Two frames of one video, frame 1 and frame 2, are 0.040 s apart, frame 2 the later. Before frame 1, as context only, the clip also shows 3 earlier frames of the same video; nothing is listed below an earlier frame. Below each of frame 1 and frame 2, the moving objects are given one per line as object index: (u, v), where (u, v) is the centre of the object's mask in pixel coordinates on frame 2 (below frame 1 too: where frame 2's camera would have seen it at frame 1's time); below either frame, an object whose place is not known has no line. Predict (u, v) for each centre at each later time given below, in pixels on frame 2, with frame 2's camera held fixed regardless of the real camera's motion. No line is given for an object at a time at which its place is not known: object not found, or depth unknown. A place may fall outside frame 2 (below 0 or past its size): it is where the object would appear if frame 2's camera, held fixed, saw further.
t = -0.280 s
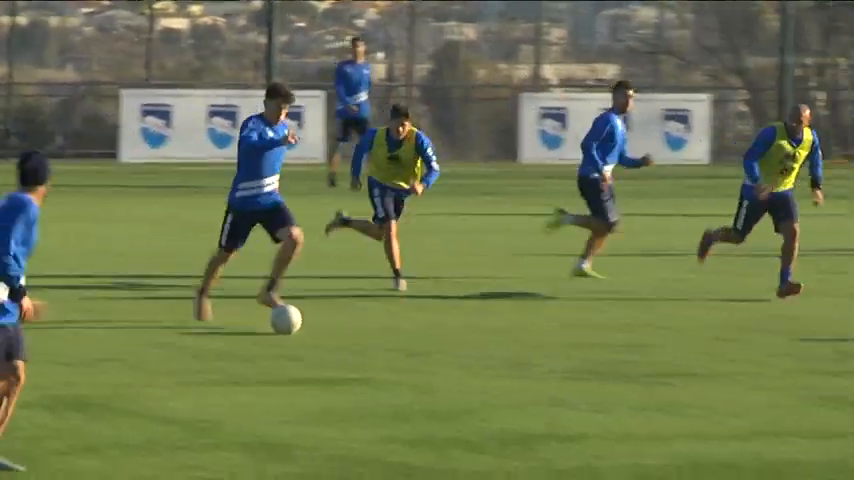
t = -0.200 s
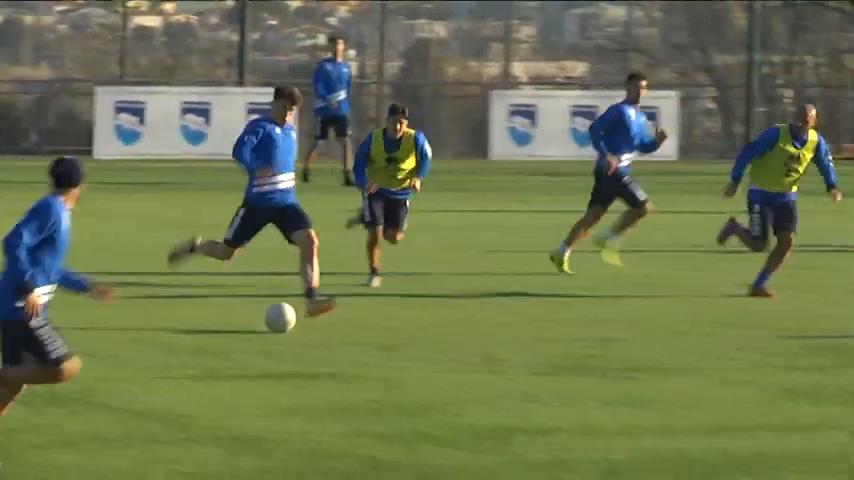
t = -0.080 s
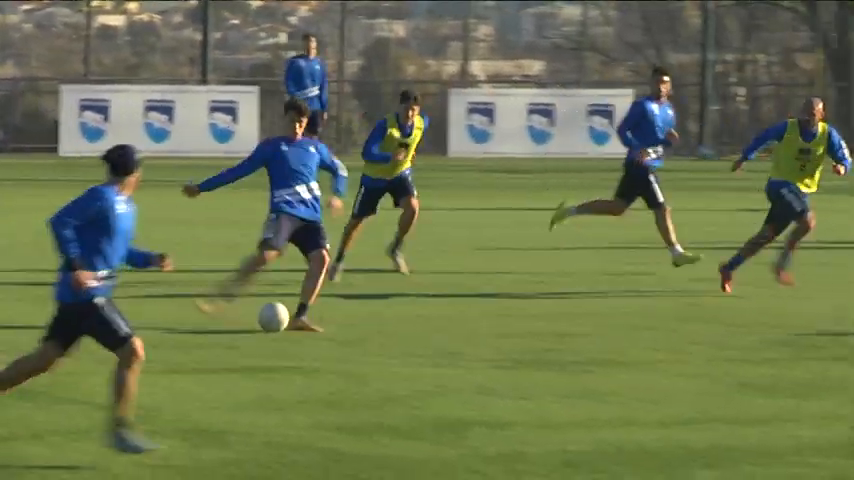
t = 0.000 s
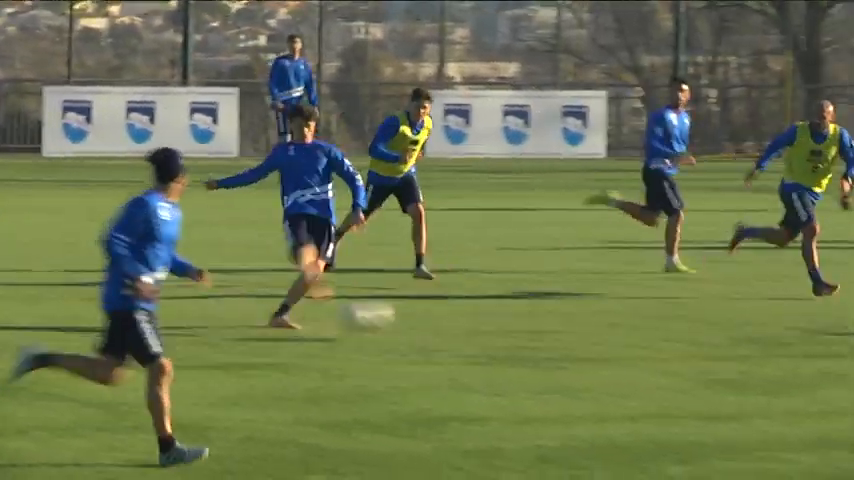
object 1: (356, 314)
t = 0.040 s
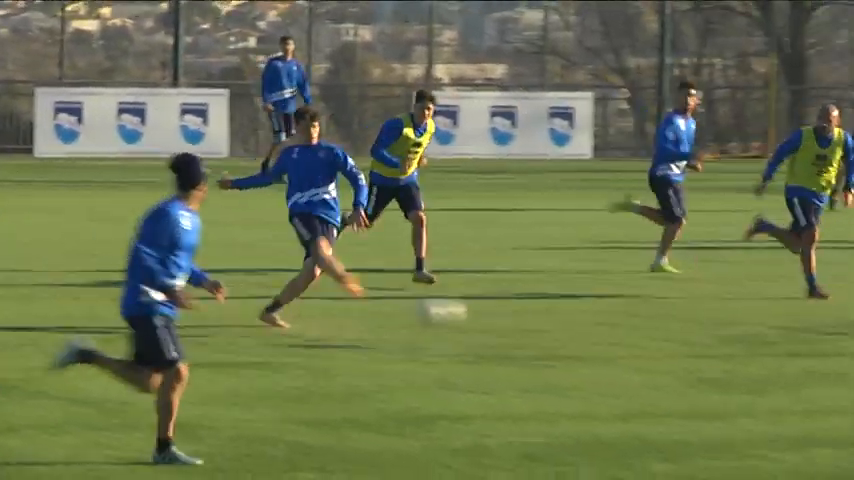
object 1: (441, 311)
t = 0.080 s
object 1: (528, 312)
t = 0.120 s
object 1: (618, 316)
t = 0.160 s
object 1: (703, 324)
